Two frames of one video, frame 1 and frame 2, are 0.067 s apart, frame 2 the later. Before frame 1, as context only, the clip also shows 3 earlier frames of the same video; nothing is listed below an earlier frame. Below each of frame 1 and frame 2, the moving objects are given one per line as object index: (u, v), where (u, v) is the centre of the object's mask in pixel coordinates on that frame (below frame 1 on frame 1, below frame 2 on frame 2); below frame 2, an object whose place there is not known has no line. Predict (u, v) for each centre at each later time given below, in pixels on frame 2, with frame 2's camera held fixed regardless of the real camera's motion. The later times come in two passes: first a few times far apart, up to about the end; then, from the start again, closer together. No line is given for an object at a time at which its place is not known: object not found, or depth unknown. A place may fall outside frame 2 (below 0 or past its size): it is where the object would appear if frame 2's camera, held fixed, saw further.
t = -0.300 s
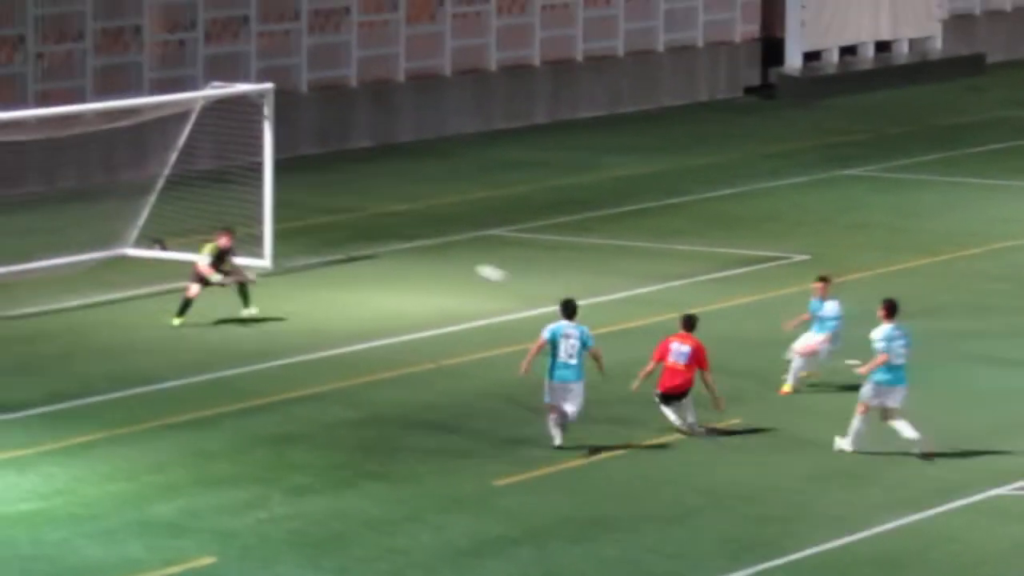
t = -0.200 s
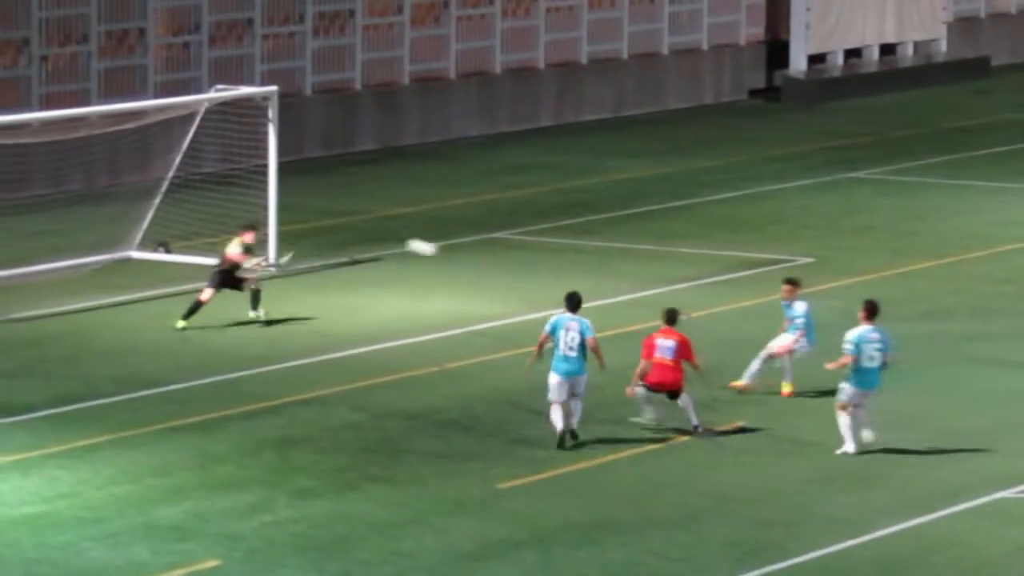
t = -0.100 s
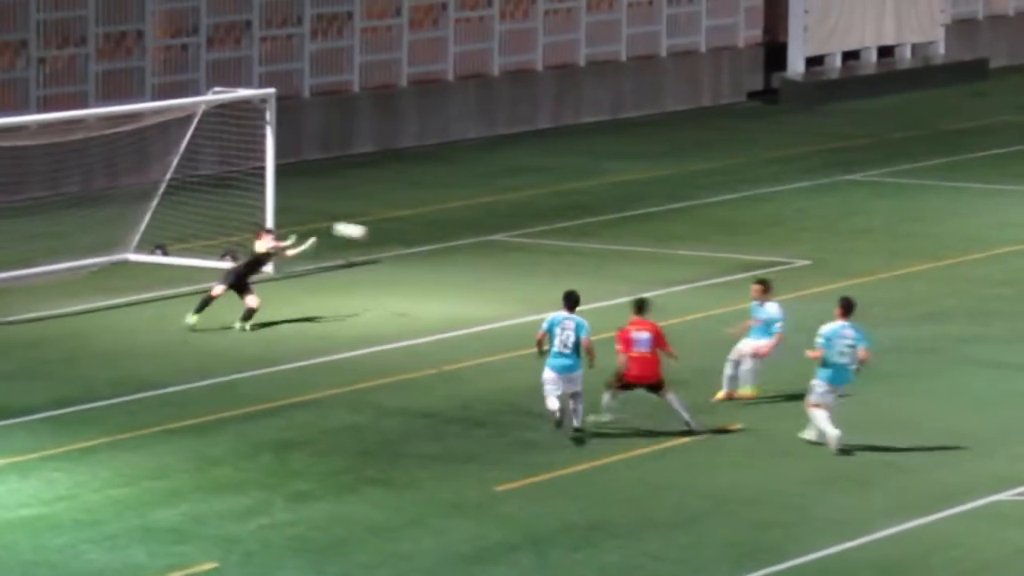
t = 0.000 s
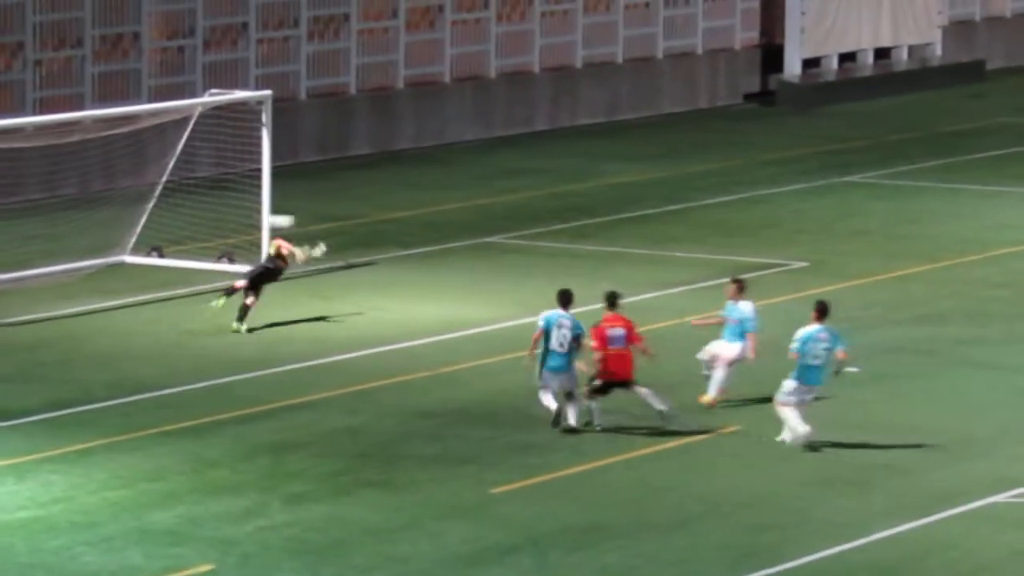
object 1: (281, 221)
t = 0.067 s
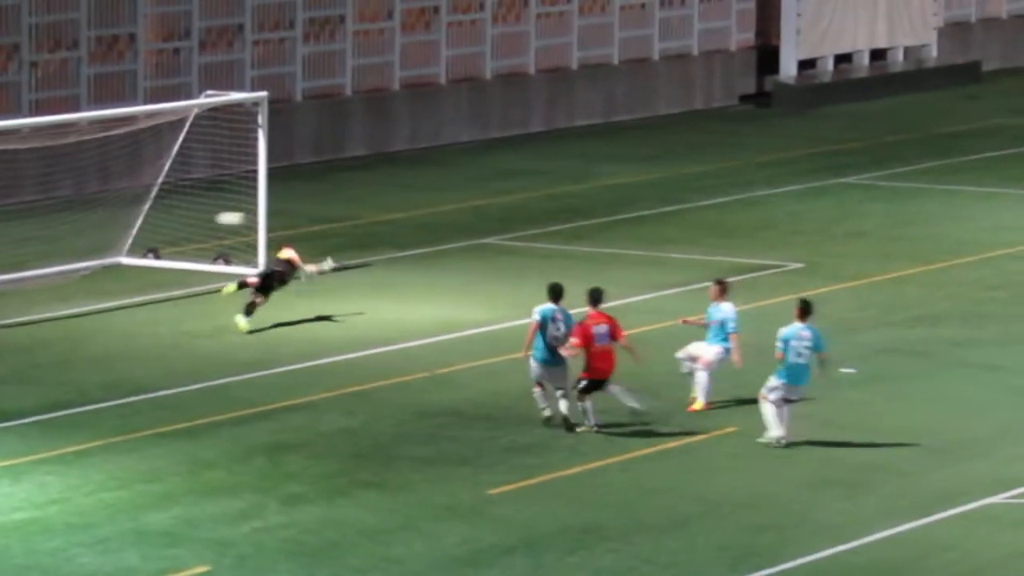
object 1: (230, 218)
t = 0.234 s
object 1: (128, 221)
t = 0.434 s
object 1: (118, 242)
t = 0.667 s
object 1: (120, 242)
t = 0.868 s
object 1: (127, 239)
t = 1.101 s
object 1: (136, 271)
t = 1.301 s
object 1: (144, 259)
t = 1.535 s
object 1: (149, 278)
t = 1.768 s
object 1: (155, 276)
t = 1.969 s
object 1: (159, 282)
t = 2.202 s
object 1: (163, 290)
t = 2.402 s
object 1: (166, 294)
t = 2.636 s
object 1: (169, 300)
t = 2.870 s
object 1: (171, 304)
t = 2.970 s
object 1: (172, 306)
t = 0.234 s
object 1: (128, 221)
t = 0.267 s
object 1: (124, 220)
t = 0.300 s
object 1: (124, 221)
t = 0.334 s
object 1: (123, 225)
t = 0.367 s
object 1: (121, 230)
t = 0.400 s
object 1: (120, 236)
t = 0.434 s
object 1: (118, 242)
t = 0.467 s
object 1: (116, 249)
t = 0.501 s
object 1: (116, 257)
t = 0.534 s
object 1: (115, 257)
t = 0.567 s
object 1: (116, 253)
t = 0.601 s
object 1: (117, 249)
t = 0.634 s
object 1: (119, 245)
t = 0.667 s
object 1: (120, 242)
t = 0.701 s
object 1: (121, 240)
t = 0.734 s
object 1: (122, 239)
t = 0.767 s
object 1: (123, 238)
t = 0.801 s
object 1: (124, 237)
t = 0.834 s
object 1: (126, 238)
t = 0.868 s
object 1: (127, 239)
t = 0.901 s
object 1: (128, 241)
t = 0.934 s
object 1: (130, 244)
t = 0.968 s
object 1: (131, 247)
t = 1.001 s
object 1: (133, 252)
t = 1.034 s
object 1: (134, 258)
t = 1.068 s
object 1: (135, 265)
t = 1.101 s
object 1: (136, 271)
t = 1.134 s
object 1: (137, 269)
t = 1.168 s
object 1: (137, 266)
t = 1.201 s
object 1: (138, 262)
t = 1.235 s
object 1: (140, 260)
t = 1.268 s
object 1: (142, 259)
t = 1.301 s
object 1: (144, 259)
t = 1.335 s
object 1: (144, 259)
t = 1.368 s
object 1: (146, 260)
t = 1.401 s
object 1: (146, 261)
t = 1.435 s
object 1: (146, 264)
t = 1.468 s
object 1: (147, 267)
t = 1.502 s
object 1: (148, 272)
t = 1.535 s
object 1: (149, 278)
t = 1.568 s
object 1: (149, 278)
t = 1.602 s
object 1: (151, 276)
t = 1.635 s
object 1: (152, 275)
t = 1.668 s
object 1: (152, 274)
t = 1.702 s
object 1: (153, 274)
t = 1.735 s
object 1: (154, 274)
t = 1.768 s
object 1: (155, 276)
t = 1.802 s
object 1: (156, 277)
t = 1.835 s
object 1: (156, 281)
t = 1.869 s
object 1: (158, 285)
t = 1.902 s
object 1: (158, 284)
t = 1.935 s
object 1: (159, 283)
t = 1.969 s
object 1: (159, 282)
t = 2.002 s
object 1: (159, 281)
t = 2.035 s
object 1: (159, 282)
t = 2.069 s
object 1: (161, 283)
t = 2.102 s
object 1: (163, 285)
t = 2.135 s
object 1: (164, 288)
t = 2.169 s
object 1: (164, 290)
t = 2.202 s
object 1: (163, 290)
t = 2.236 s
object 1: (163, 290)
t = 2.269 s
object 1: (164, 290)
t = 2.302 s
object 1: (164, 290)
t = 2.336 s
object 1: (165, 291)
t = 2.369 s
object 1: (165, 294)
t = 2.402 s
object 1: (166, 294)
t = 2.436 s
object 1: (166, 295)
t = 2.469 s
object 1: (167, 296)
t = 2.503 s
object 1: (167, 297)
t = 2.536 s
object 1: (167, 297)
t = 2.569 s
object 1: (169, 299)
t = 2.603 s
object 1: (169, 299)
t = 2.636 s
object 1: (169, 300)
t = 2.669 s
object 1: (169, 300)
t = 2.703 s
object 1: (169, 300)
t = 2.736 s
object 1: (170, 302)
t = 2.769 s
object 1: (171, 303)
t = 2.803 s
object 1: (171, 303)
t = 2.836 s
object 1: (171, 304)
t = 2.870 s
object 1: (171, 304)
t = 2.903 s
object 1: (171, 305)
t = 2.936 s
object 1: (172, 305)
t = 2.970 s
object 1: (172, 306)
